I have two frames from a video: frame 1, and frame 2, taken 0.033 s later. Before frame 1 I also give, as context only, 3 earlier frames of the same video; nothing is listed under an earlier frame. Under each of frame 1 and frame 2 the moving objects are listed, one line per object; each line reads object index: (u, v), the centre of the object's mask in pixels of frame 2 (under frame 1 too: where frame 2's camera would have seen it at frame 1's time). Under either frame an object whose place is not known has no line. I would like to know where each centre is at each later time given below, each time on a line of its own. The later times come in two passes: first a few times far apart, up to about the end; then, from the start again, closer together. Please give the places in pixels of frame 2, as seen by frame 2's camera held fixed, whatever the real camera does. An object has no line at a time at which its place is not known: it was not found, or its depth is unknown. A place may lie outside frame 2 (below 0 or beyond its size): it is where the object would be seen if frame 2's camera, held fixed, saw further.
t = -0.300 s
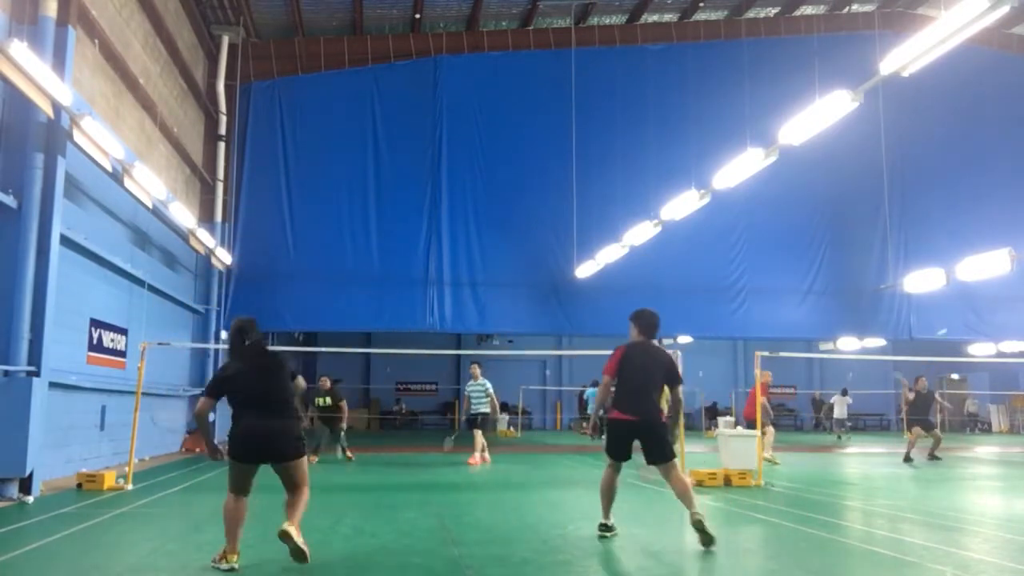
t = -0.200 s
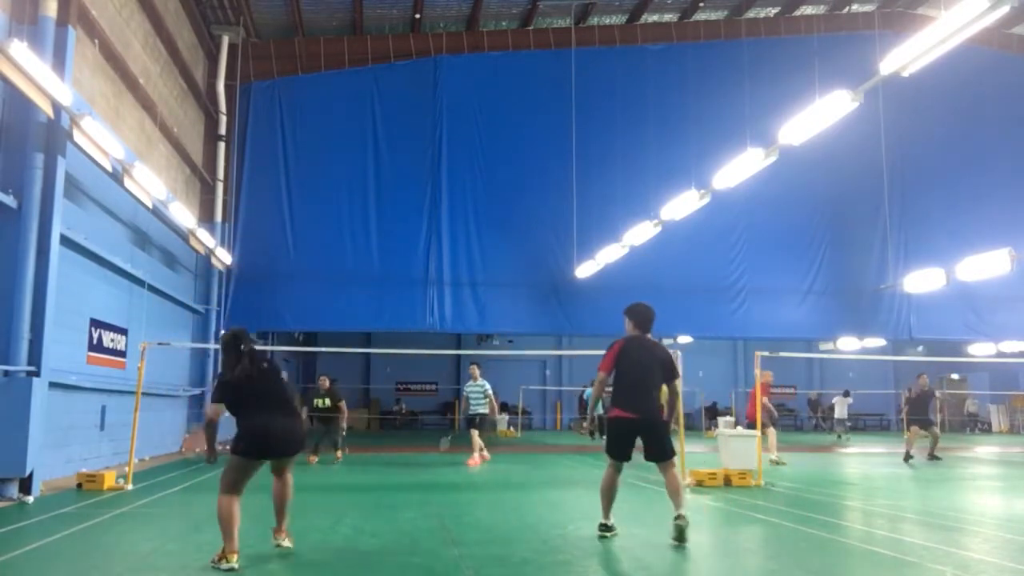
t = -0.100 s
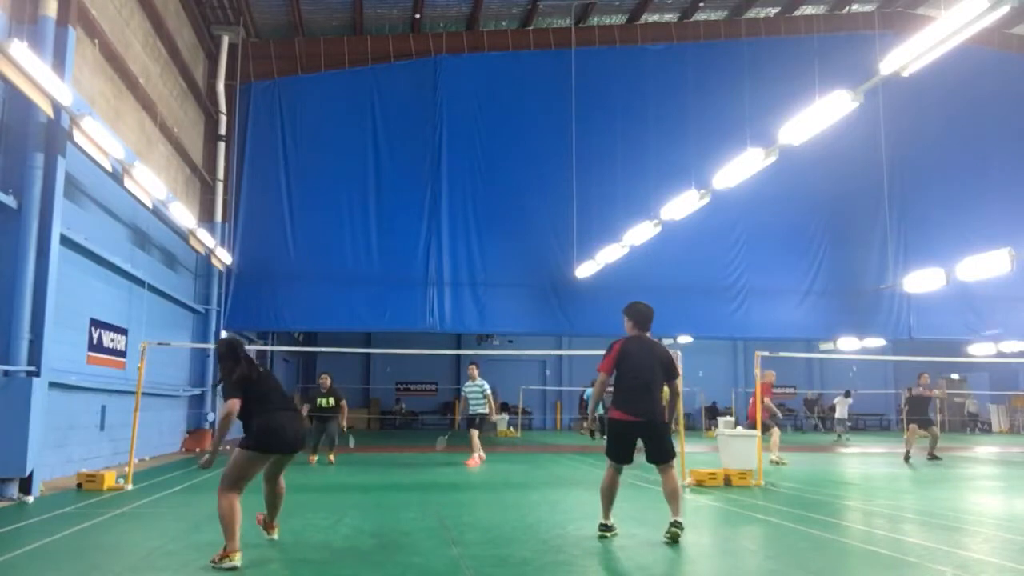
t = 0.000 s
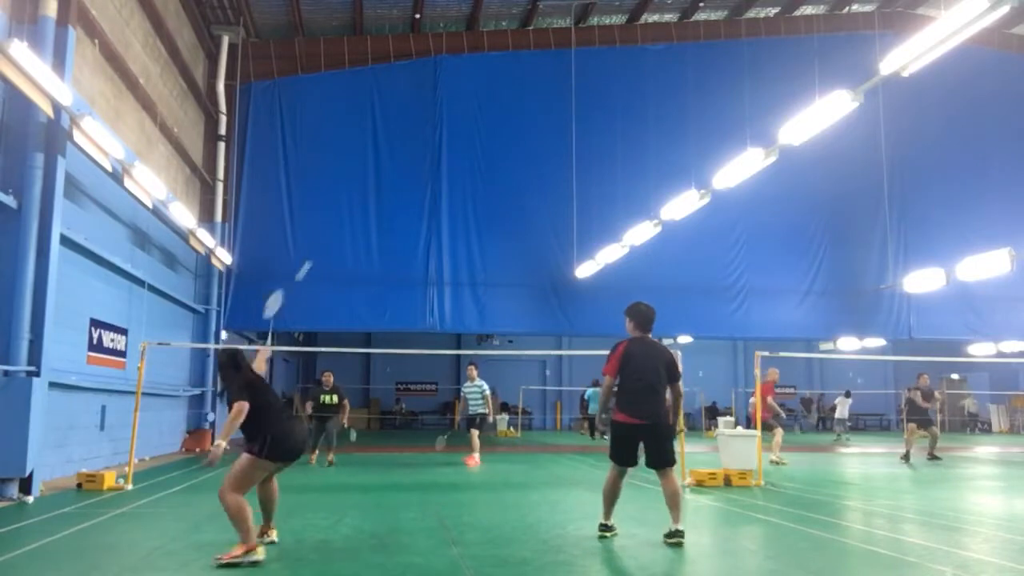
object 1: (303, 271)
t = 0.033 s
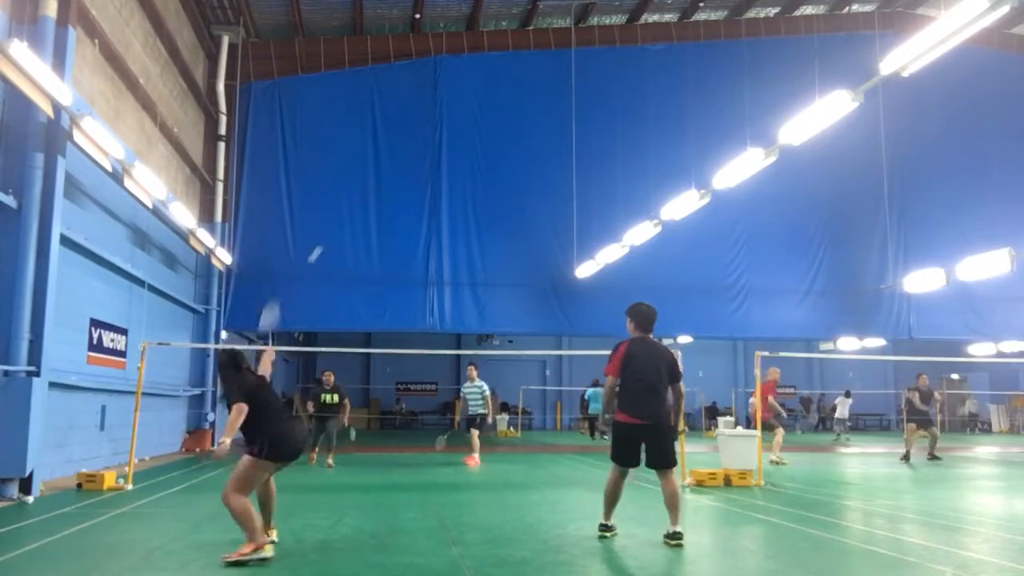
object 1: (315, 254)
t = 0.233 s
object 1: (357, 211)
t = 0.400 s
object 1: (375, 211)
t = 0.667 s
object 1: (396, 242)
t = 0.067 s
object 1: (325, 241)
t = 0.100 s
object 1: (334, 231)
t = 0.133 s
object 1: (341, 224)
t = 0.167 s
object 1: (347, 218)
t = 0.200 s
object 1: (353, 214)
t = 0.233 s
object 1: (357, 211)
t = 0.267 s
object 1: (362, 210)
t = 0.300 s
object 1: (366, 209)
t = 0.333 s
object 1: (369, 209)
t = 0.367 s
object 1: (373, 209)
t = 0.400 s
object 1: (375, 211)
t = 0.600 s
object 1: (392, 232)
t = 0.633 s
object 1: (394, 237)
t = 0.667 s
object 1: (396, 242)
